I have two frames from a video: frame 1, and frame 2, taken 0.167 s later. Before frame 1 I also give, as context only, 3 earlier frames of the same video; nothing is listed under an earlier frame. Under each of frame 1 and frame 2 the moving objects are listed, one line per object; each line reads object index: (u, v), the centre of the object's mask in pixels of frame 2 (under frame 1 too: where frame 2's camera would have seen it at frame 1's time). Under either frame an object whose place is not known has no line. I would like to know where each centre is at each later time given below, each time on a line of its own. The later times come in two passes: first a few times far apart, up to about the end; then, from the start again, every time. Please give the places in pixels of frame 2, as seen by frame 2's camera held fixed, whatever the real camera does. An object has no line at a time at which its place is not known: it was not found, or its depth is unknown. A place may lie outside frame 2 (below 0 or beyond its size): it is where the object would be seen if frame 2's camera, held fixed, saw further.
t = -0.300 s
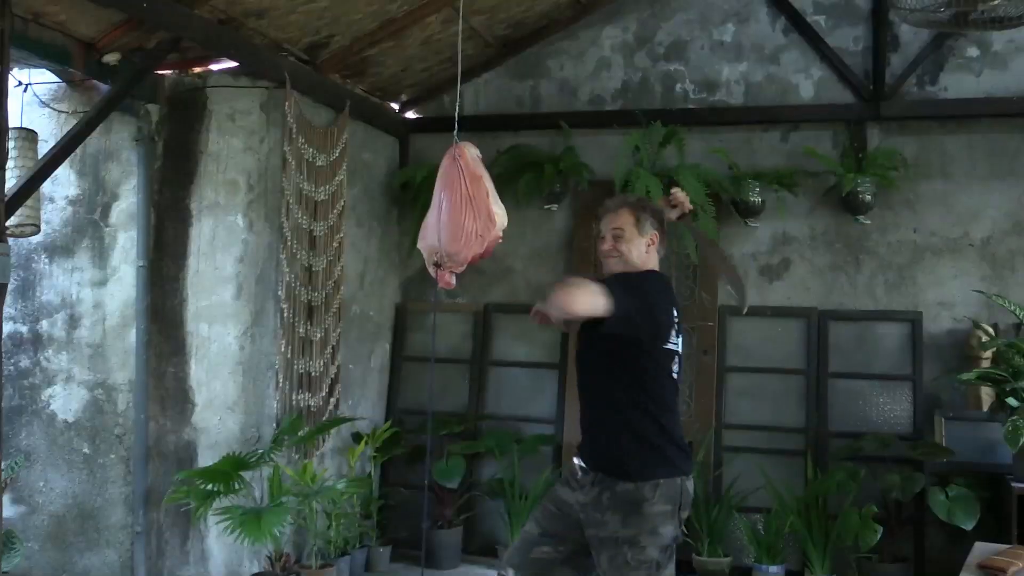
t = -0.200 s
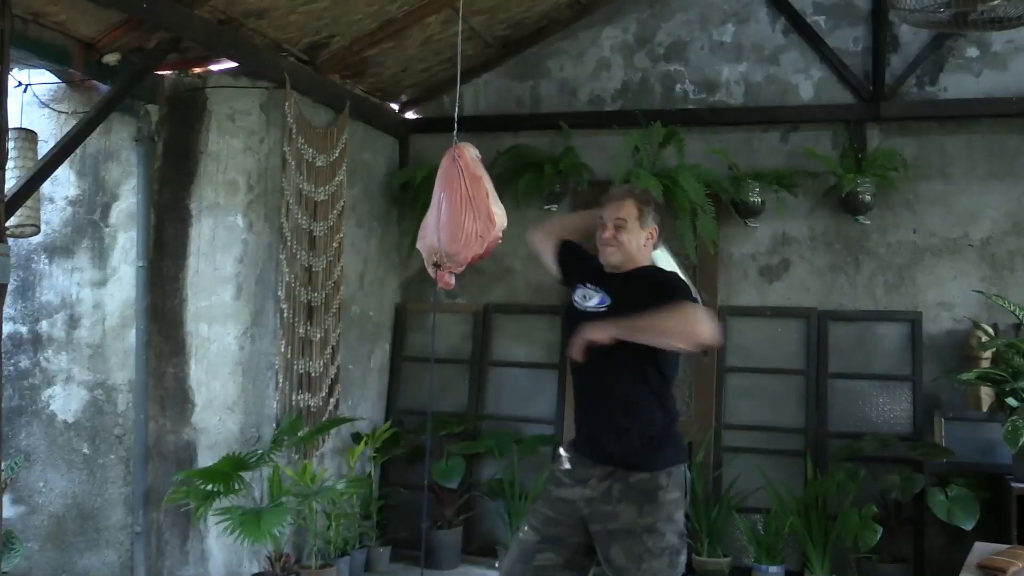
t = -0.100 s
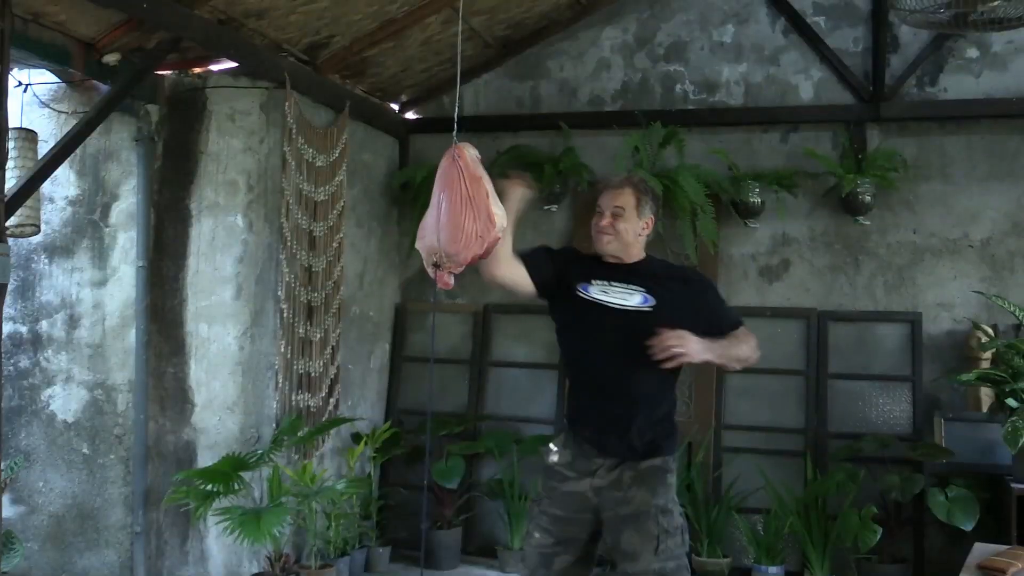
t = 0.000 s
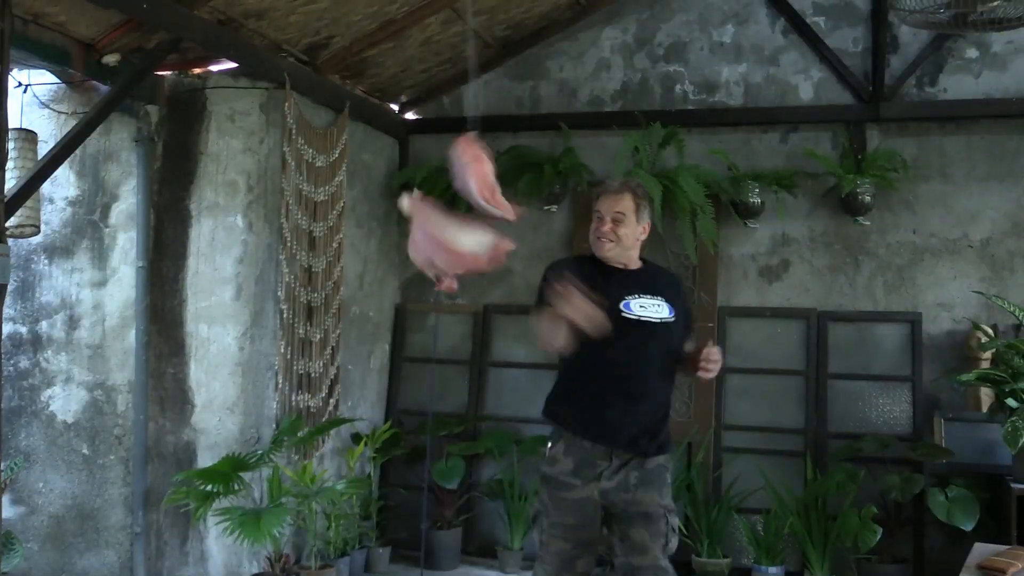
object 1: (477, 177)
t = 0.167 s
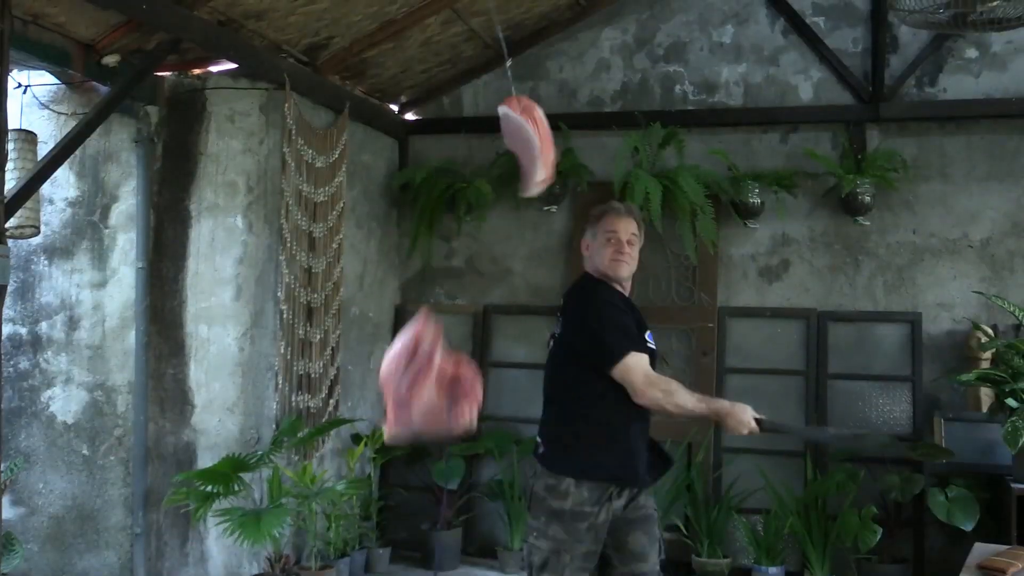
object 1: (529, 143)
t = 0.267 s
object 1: (551, 112)
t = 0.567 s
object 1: (524, 131)
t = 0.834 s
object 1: (440, 189)
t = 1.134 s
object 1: (396, 160)
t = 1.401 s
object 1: (409, 167)
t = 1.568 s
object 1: (437, 190)
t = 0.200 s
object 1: (539, 136)
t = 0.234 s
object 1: (546, 126)
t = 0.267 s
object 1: (551, 112)
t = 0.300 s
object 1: (555, 103)
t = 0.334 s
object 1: (553, 96)
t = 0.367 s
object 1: (553, 93)
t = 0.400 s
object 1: (548, 92)
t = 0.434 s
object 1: (544, 95)
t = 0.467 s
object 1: (541, 102)
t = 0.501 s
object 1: (537, 112)
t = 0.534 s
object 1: (531, 122)
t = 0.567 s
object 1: (524, 131)
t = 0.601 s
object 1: (515, 143)
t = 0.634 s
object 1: (504, 154)
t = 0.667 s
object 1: (491, 161)
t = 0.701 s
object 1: (479, 169)
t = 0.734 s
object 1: (469, 179)
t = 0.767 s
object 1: (458, 185)
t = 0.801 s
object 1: (449, 188)
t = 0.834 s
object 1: (440, 189)
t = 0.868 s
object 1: (432, 188)
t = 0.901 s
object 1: (424, 187)
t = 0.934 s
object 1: (417, 186)
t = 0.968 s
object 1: (411, 185)
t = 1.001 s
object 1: (407, 183)
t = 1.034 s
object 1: (403, 178)
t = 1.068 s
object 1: (399, 171)
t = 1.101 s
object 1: (397, 164)
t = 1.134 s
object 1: (396, 160)
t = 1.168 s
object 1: (396, 157)
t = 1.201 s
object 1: (396, 155)
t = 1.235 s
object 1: (397, 154)
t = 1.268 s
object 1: (398, 155)
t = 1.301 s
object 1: (400, 157)
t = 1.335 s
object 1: (403, 159)
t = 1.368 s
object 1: (406, 163)
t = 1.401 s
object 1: (409, 167)
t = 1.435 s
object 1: (413, 172)
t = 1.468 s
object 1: (418, 176)
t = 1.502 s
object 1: (423, 181)
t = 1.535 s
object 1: (429, 185)
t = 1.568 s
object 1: (437, 190)
